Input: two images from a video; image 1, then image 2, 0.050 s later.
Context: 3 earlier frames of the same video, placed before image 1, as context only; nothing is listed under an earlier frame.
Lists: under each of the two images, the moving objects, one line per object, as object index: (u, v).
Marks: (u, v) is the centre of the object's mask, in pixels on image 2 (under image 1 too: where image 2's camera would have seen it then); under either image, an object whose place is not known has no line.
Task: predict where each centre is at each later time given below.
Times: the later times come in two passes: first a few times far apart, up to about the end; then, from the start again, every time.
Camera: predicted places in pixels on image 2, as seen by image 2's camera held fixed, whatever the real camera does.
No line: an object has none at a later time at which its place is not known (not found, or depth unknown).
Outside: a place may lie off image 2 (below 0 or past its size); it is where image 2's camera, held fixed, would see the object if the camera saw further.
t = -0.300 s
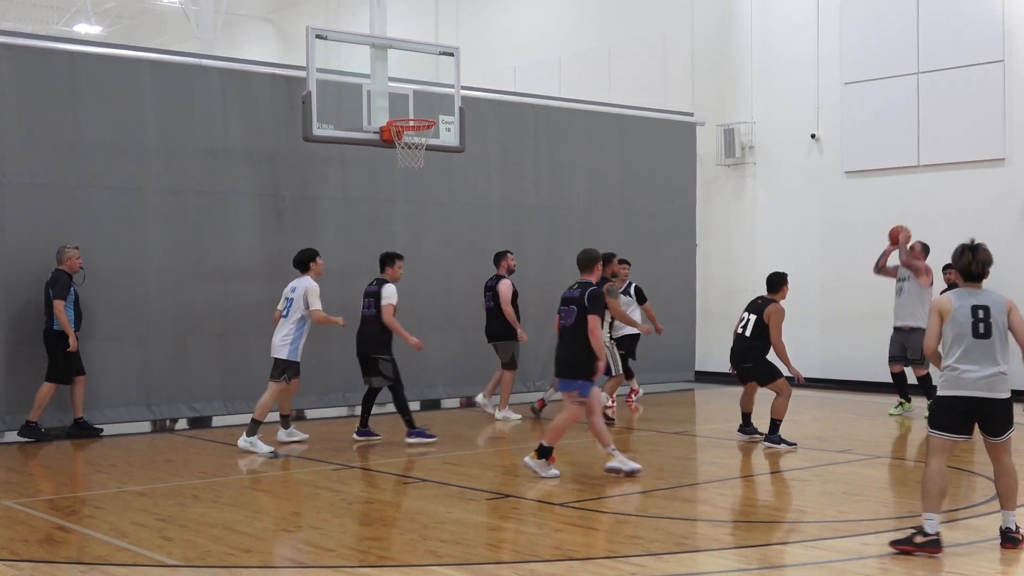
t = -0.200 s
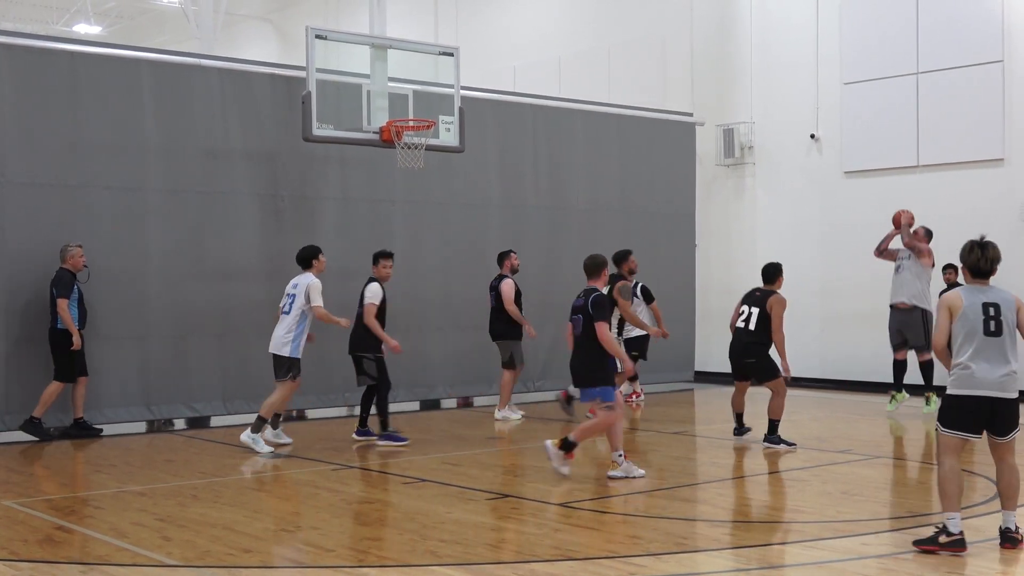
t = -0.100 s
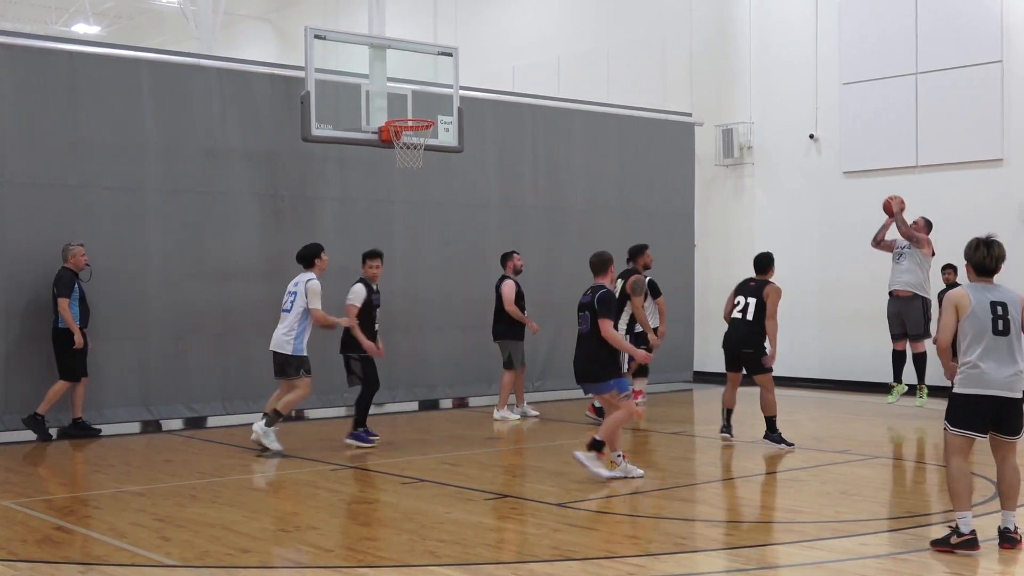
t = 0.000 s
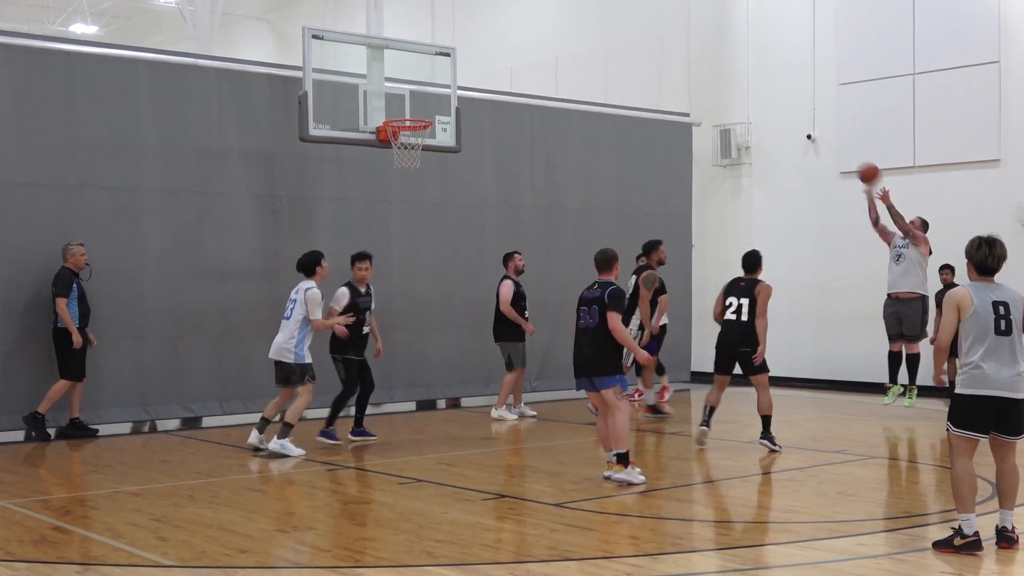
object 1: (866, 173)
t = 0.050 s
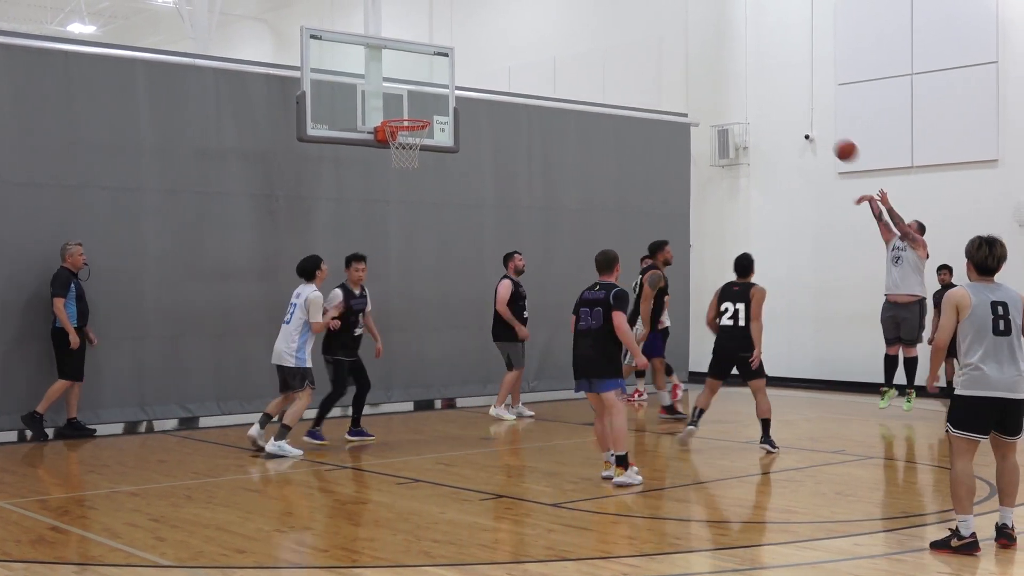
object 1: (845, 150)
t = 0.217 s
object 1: (774, 86)
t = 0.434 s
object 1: (679, 38)
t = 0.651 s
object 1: (581, 31)
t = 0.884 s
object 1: (472, 73)
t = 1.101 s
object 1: (383, 145)
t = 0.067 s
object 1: (839, 142)
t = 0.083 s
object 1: (831, 135)
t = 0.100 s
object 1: (824, 128)
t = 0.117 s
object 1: (817, 122)
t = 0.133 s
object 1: (810, 115)
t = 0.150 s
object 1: (803, 109)
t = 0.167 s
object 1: (795, 103)
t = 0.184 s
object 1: (789, 97)
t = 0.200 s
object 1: (781, 92)
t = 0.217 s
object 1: (774, 86)
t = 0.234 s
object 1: (767, 81)
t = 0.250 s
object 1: (759, 76)
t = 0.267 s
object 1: (752, 71)
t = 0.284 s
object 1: (744, 67)
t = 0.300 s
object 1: (737, 63)
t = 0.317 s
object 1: (731, 59)
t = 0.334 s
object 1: (723, 55)
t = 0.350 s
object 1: (716, 52)
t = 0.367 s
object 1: (709, 49)
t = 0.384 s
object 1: (701, 46)
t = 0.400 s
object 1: (694, 43)
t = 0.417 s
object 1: (686, 40)
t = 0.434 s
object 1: (679, 38)
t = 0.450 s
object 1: (672, 36)
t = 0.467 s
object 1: (664, 34)
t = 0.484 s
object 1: (657, 32)
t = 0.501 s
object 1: (649, 31)
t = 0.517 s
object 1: (642, 30)
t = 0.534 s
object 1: (634, 29)
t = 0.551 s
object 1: (627, 29)
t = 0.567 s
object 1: (619, 28)
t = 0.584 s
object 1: (611, 28)
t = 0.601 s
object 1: (604, 29)
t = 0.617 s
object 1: (596, 29)
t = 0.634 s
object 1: (589, 30)
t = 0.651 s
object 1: (581, 31)
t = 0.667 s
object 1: (573, 32)
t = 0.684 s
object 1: (566, 34)
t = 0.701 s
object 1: (558, 35)
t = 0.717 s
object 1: (550, 37)
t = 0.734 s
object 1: (542, 40)
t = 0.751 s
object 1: (535, 42)
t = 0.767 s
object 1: (527, 45)
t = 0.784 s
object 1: (519, 49)
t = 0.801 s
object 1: (512, 52)
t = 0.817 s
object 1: (504, 56)
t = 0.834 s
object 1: (495, 60)
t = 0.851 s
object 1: (487, 64)
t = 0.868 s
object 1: (480, 69)
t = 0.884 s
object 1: (472, 73)
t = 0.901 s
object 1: (464, 79)
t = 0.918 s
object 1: (456, 84)
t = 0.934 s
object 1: (447, 90)
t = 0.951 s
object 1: (439, 97)
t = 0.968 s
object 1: (432, 102)
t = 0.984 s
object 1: (424, 108)
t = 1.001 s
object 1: (416, 112)
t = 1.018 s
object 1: (408, 123)
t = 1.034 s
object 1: (399, 132)
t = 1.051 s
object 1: (392, 136)
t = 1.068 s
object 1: (388, 140)
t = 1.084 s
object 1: (384, 145)
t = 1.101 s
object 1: (383, 145)
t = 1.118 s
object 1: (381, 145)
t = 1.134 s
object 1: (380, 147)
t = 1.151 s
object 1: (379, 148)
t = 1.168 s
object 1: (378, 150)
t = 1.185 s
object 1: (377, 152)
